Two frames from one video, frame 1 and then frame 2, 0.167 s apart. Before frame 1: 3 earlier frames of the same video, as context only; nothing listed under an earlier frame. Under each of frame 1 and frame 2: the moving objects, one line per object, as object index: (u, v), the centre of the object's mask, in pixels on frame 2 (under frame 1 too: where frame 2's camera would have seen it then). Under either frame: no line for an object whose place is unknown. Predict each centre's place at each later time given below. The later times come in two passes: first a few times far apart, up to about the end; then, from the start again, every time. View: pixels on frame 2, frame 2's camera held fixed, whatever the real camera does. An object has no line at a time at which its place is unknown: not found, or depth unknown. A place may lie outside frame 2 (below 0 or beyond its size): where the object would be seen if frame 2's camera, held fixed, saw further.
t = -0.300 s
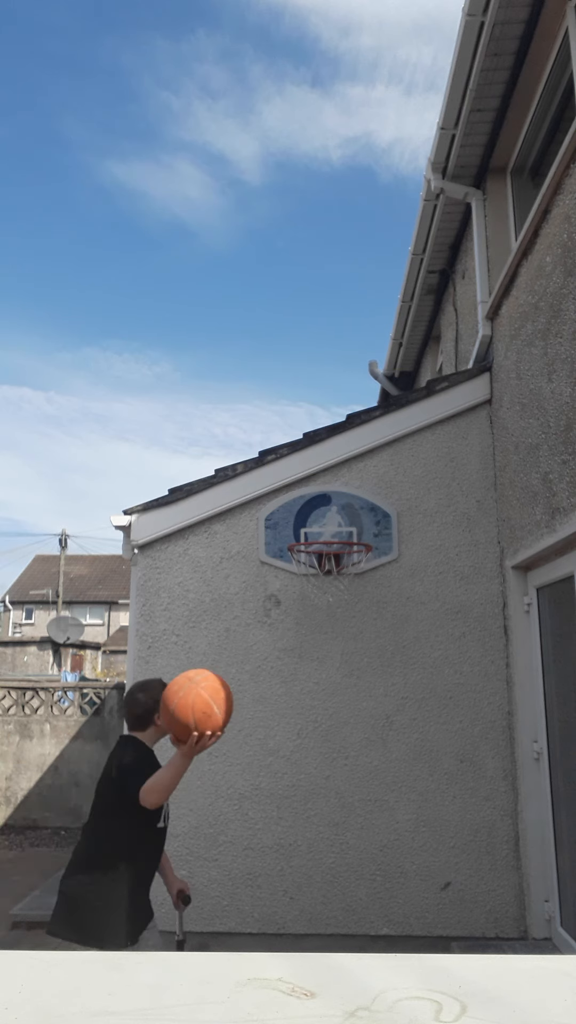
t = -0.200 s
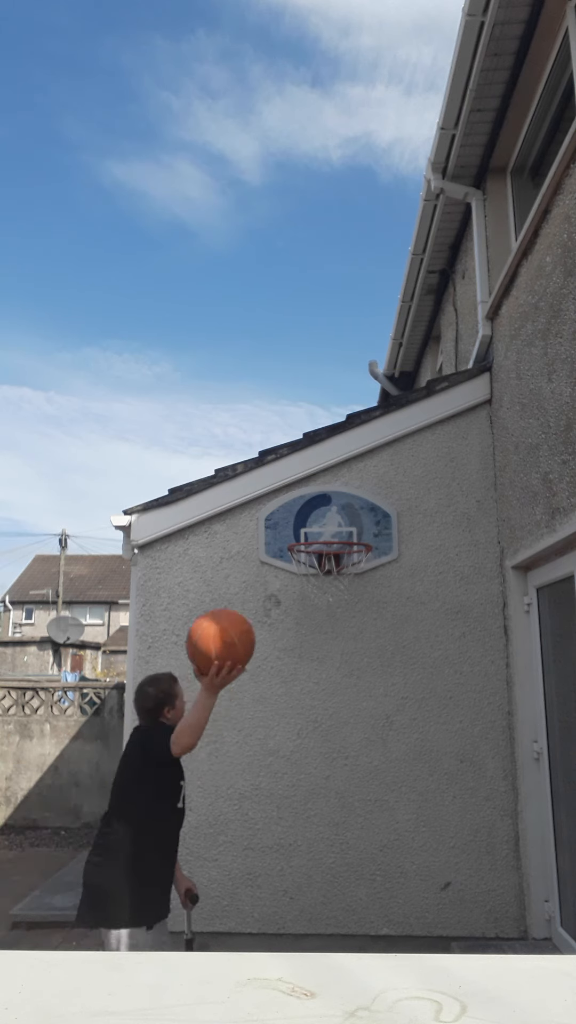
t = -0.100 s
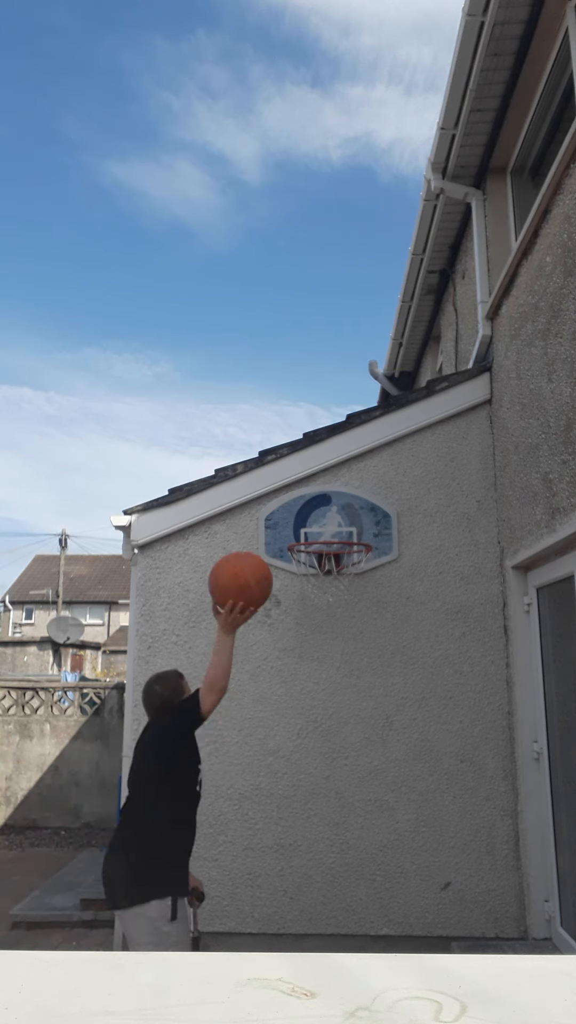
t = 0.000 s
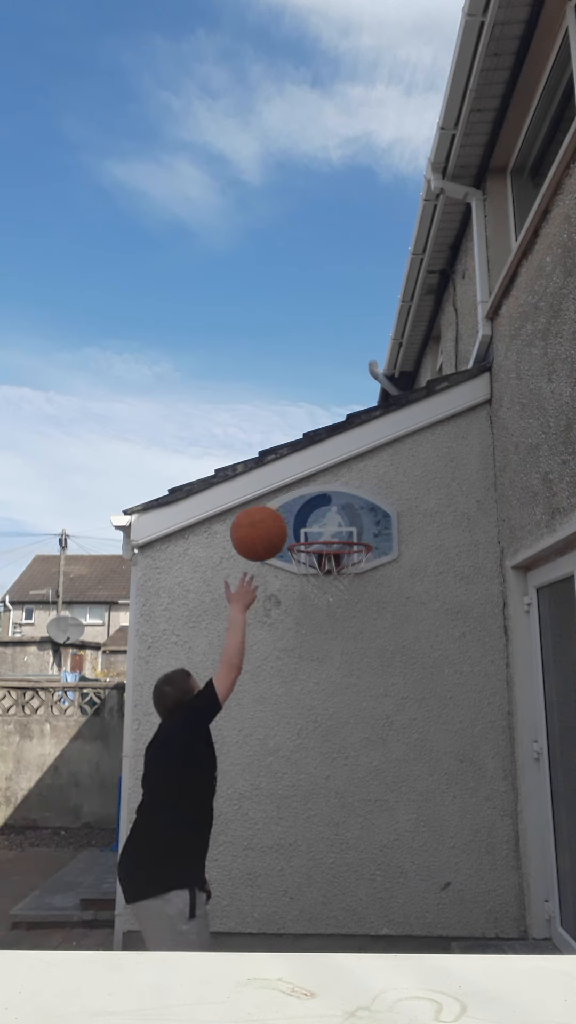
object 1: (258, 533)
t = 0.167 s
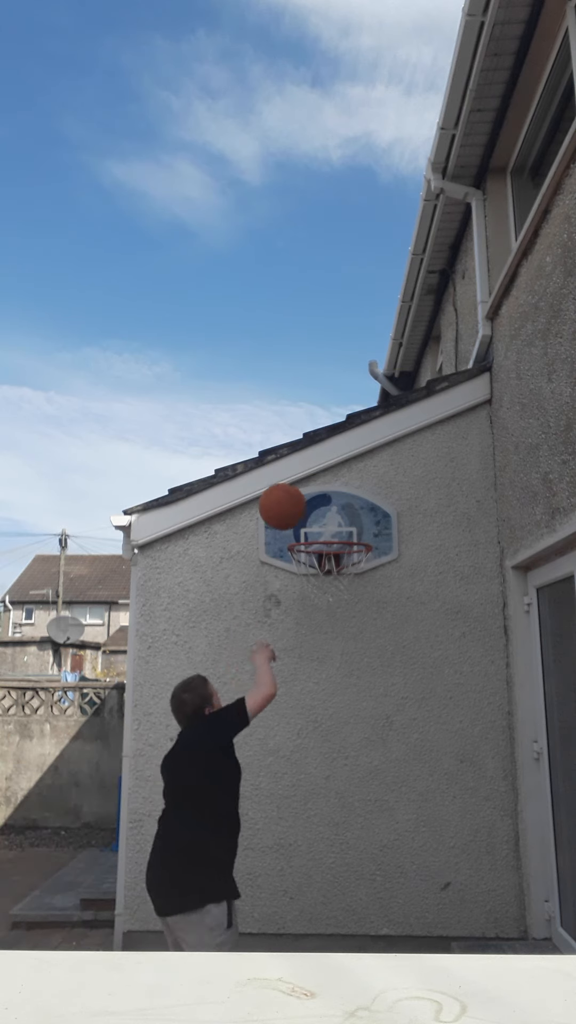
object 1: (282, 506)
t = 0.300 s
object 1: (296, 523)
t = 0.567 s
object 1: (333, 525)
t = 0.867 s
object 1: (337, 562)
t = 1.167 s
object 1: (315, 590)
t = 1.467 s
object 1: (369, 653)
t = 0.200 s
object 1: (286, 508)
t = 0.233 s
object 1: (290, 511)
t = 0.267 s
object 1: (293, 517)
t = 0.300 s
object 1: (296, 523)
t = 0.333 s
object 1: (299, 528)
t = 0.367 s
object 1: (305, 526)
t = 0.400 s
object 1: (311, 527)
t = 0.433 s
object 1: (316, 527)
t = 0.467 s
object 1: (320, 531)
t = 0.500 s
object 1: (325, 527)
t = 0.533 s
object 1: (329, 525)
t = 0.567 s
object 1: (333, 525)
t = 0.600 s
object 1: (336, 526)
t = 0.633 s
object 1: (341, 528)
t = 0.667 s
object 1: (345, 535)
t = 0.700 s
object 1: (349, 541)
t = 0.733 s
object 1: (349, 545)
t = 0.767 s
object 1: (348, 547)
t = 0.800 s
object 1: (346, 551)
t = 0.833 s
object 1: (341, 555)
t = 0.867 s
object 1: (337, 562)
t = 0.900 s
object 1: (331, 567)
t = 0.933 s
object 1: (326, 571)
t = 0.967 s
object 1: (319, 573)
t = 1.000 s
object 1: (315, 573)
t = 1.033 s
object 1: (311, 576)
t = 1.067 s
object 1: (309, 580)
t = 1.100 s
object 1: (308, 584)
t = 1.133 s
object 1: (311, 587)
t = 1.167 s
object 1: (315, 590)
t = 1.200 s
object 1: (320, 593)
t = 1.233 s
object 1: (326, 596)
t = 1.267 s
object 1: (332, 599)
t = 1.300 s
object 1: (338, 604)
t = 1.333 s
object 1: (344, 610)
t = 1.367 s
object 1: (350, 618)
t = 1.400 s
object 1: (356, 628)
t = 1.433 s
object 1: (362, 639)
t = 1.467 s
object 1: (369, 653)
